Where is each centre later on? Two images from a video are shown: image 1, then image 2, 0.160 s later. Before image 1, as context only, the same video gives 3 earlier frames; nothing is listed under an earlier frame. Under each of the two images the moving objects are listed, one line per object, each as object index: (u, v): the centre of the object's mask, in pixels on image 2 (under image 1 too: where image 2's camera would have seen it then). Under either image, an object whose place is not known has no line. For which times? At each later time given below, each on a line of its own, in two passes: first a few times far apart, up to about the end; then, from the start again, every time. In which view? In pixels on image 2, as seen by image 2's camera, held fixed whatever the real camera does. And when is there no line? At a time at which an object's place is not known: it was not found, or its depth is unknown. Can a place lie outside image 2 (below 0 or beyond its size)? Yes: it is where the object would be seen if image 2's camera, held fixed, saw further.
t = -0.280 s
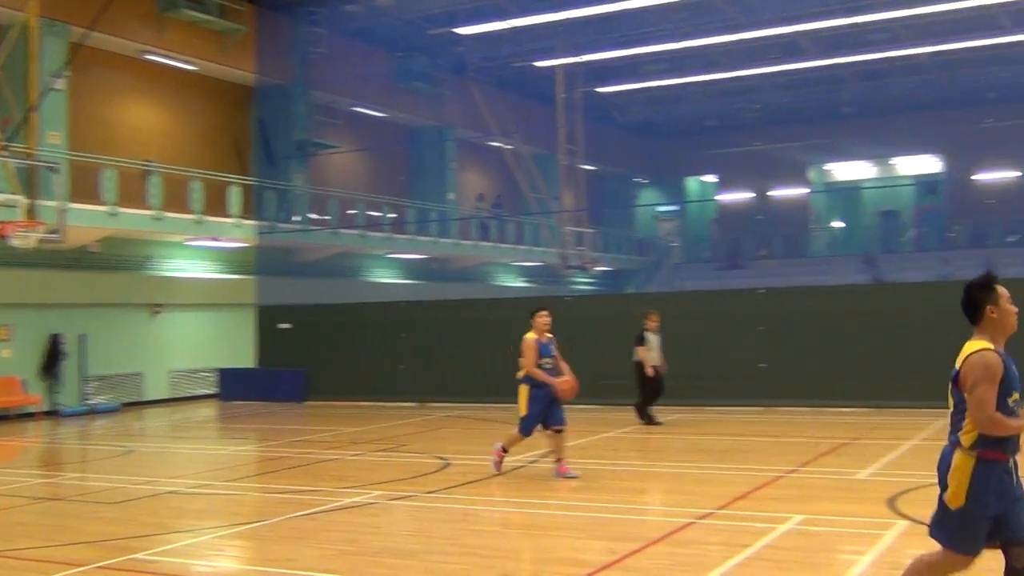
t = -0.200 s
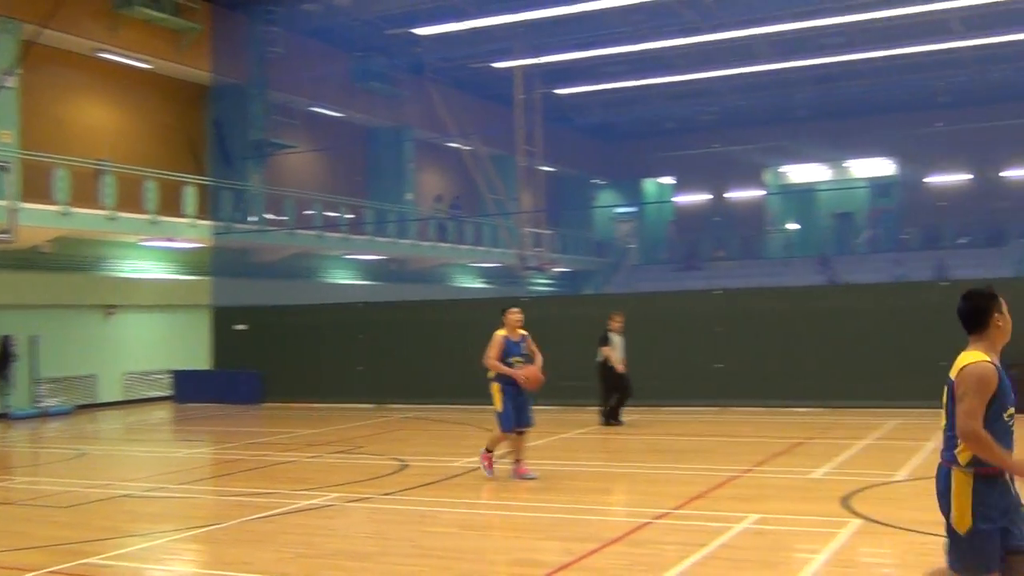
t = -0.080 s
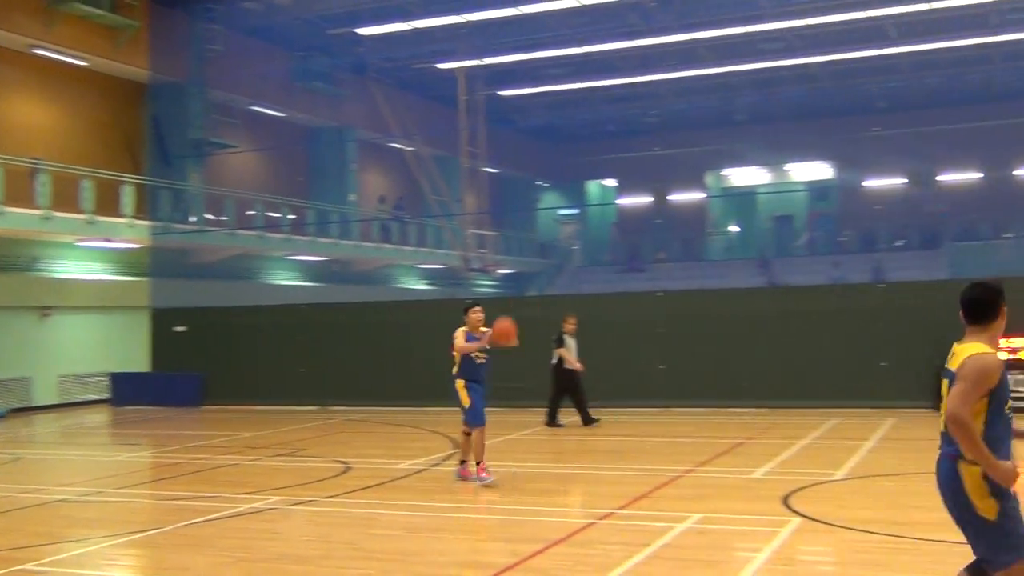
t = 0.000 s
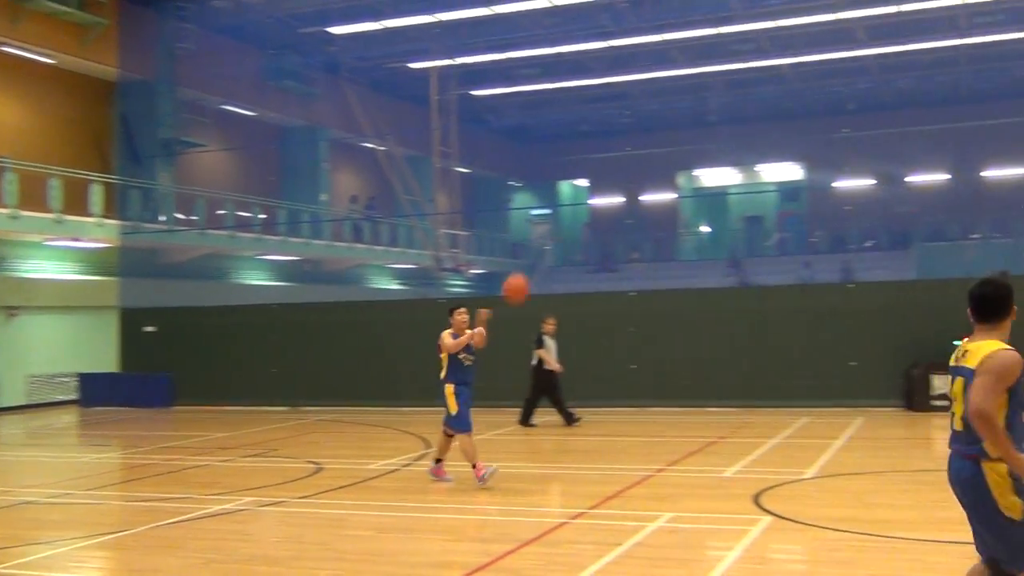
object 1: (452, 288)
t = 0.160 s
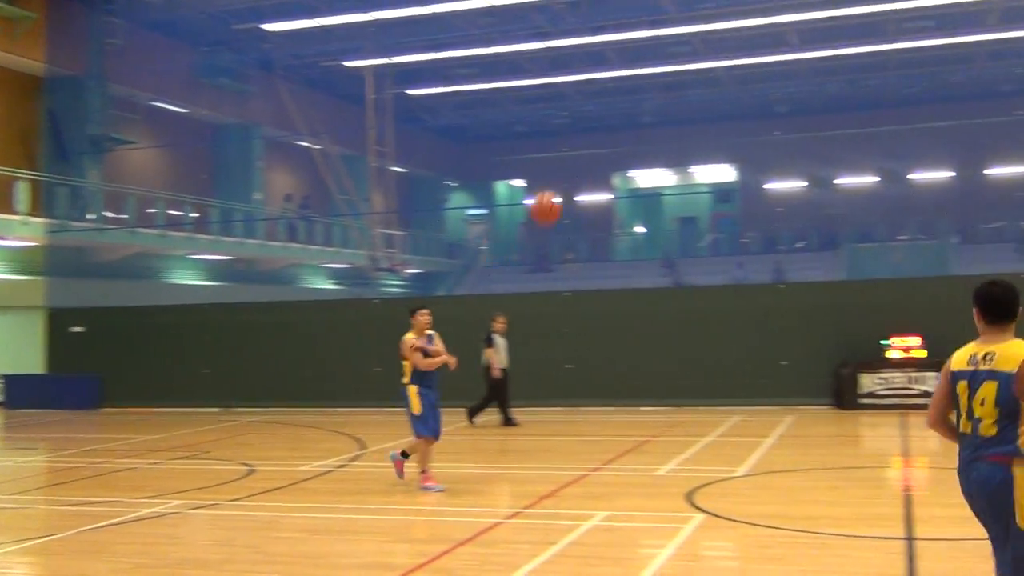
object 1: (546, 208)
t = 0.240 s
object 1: (602, 170)
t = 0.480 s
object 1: (829, 84)
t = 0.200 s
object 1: (573, 188)
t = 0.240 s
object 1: (602, 170)
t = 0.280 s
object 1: (633, 152)
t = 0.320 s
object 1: (667, 137)
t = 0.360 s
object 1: (703, 123)
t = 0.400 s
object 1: (741, 108)
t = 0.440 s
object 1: (783, 96)
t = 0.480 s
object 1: (829, 84)
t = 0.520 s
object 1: (877, 72)
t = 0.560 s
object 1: (932, 63)
